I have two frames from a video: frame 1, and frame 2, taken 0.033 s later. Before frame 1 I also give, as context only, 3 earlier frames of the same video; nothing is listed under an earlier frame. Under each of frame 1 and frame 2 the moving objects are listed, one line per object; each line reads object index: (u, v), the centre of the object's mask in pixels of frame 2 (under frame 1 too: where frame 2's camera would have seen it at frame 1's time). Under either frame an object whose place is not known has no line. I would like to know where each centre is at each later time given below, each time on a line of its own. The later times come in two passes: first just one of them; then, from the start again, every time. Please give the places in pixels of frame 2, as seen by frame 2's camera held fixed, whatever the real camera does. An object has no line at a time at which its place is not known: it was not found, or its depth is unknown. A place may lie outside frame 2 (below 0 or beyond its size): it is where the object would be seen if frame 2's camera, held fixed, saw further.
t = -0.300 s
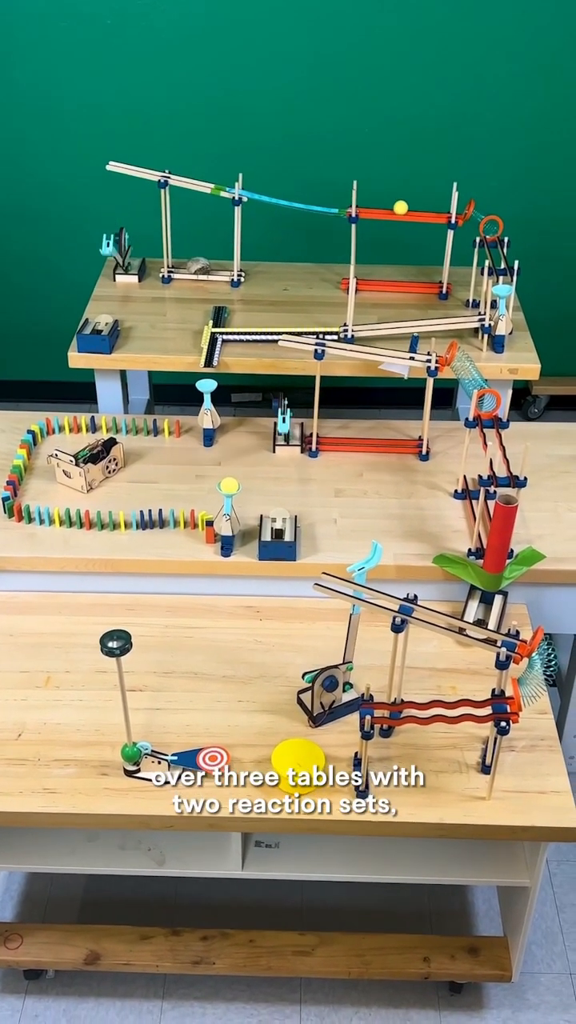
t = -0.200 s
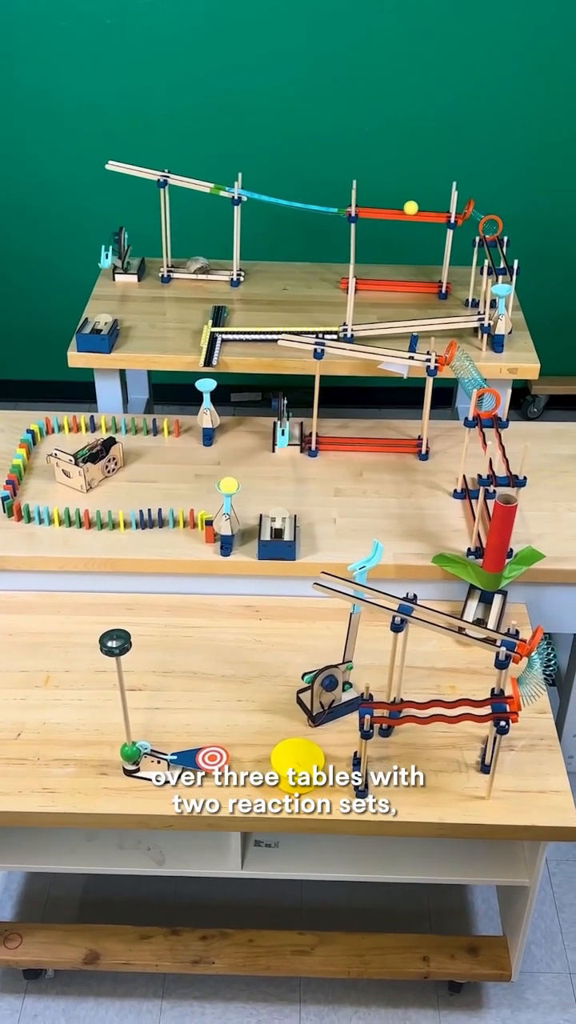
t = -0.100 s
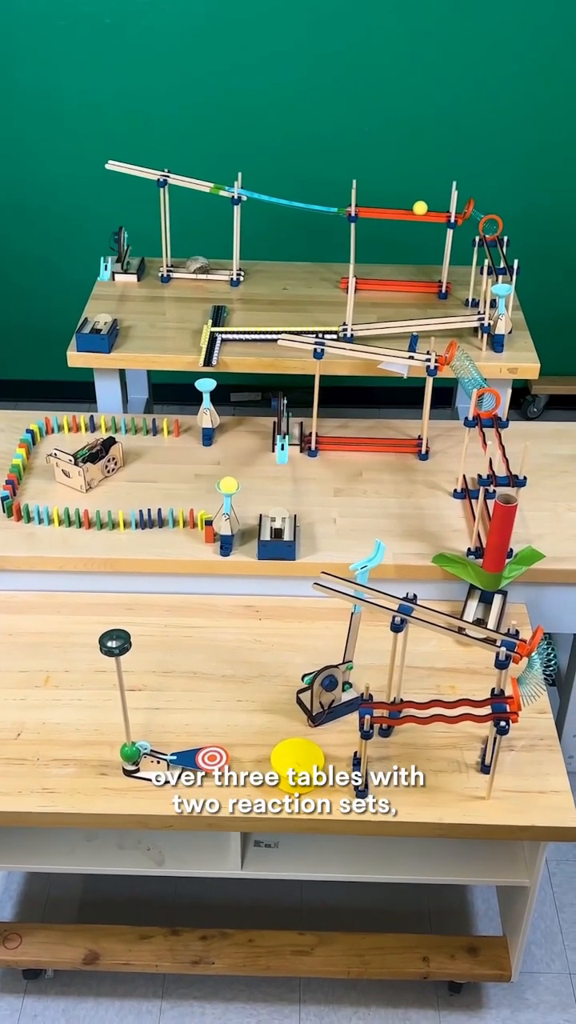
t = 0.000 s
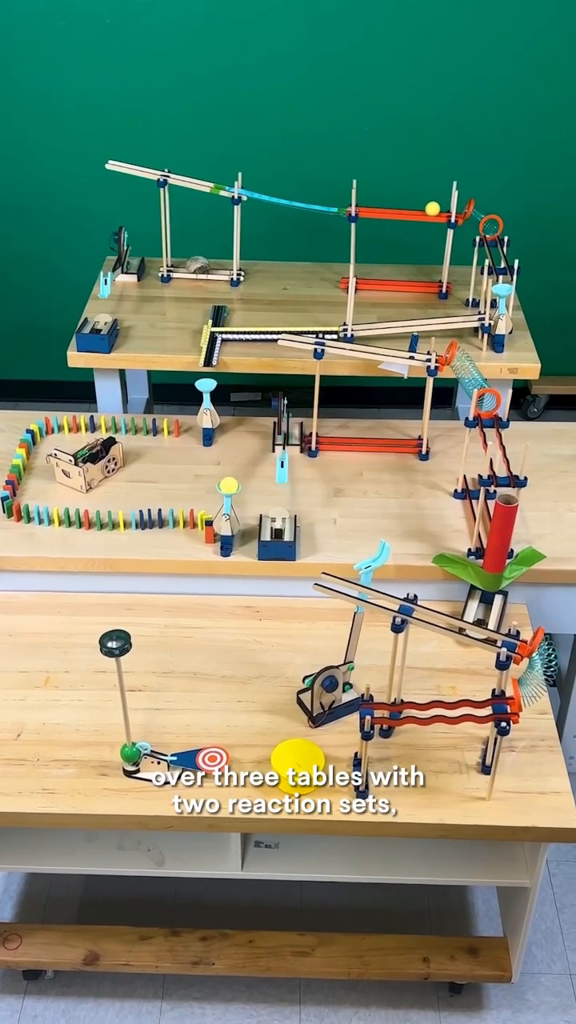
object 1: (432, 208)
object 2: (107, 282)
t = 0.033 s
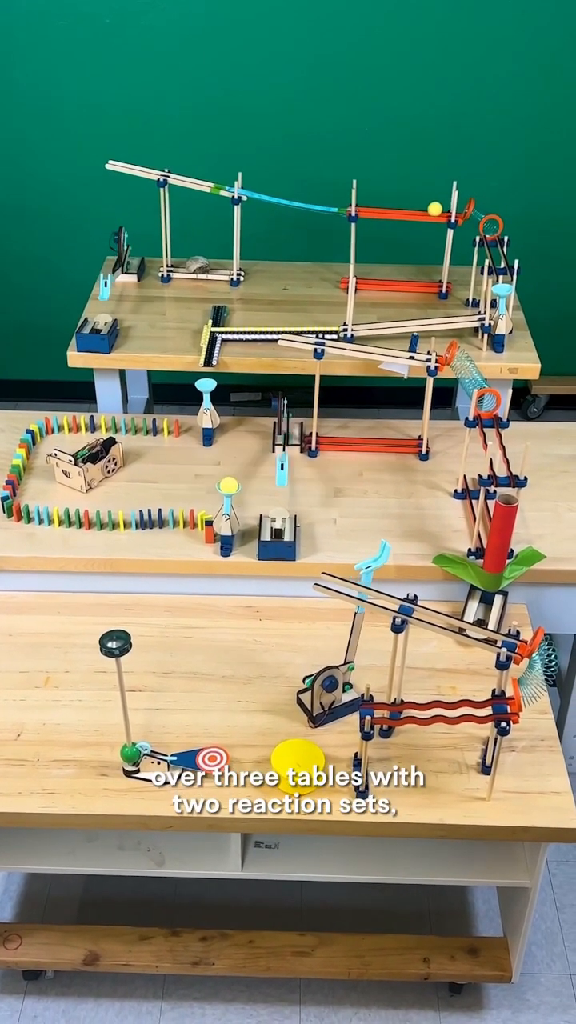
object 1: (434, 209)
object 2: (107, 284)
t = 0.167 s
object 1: (447, 210)
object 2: (107, 298)
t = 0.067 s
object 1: (439, 209)
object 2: (107, 289)
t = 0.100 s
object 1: (443, 209)
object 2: (107, 293)
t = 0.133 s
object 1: (446, 210)
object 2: (107, 296)
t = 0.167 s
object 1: (447, 210)
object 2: (107, 298)
